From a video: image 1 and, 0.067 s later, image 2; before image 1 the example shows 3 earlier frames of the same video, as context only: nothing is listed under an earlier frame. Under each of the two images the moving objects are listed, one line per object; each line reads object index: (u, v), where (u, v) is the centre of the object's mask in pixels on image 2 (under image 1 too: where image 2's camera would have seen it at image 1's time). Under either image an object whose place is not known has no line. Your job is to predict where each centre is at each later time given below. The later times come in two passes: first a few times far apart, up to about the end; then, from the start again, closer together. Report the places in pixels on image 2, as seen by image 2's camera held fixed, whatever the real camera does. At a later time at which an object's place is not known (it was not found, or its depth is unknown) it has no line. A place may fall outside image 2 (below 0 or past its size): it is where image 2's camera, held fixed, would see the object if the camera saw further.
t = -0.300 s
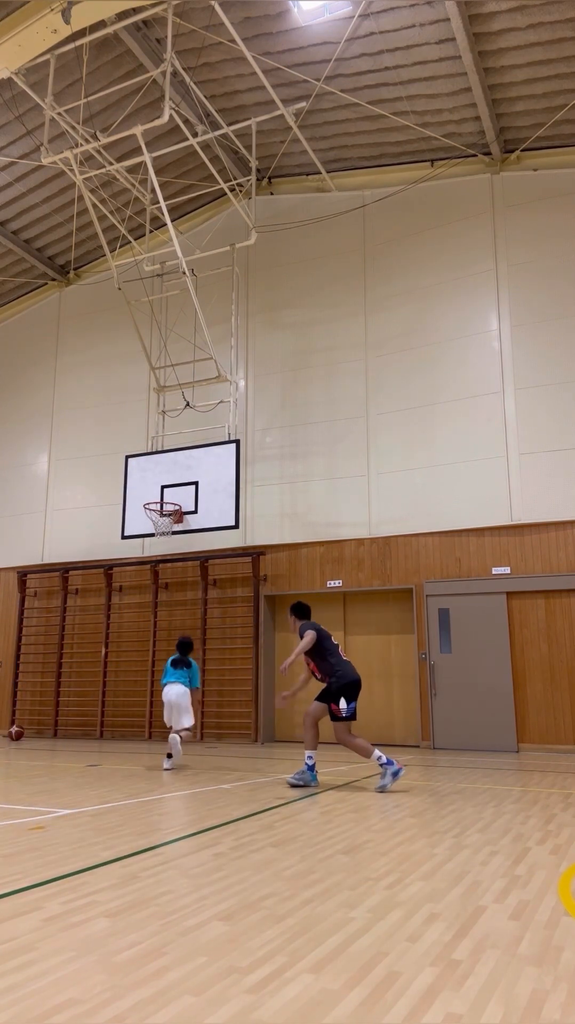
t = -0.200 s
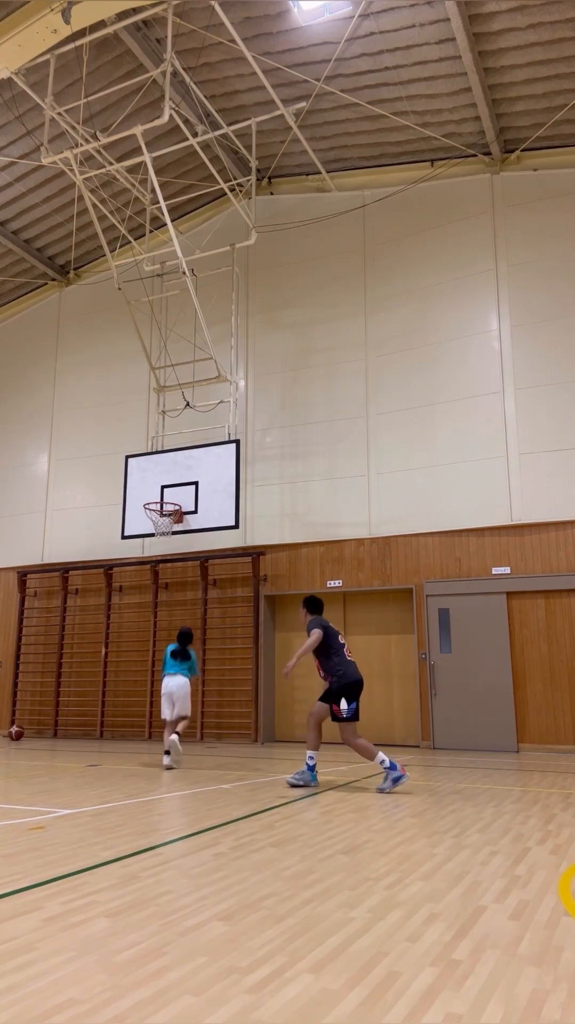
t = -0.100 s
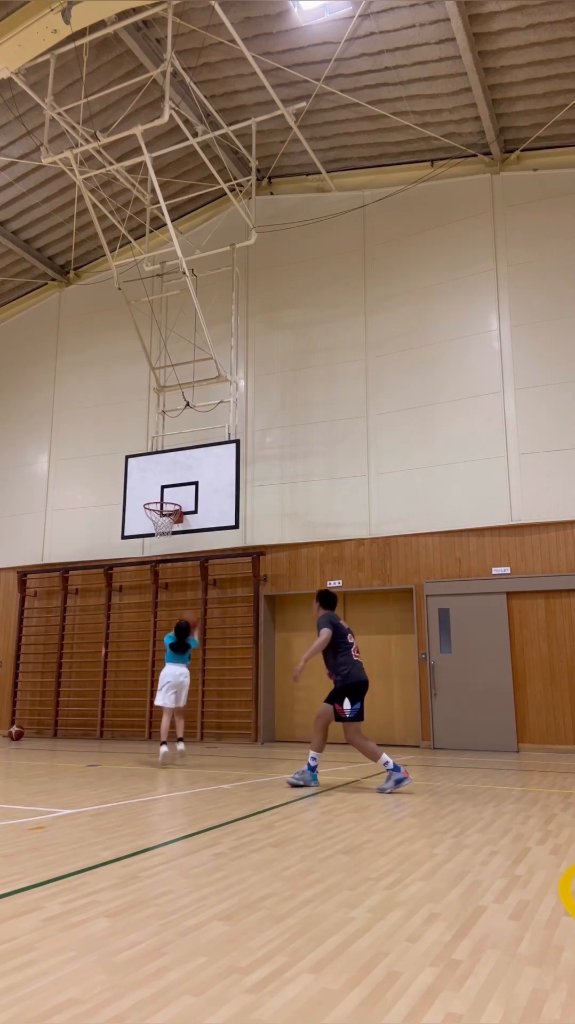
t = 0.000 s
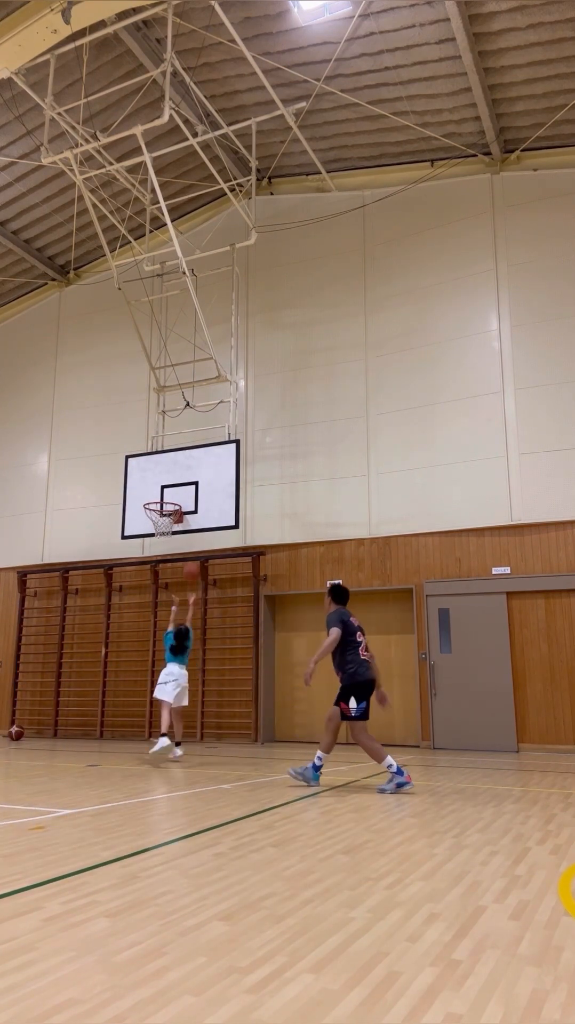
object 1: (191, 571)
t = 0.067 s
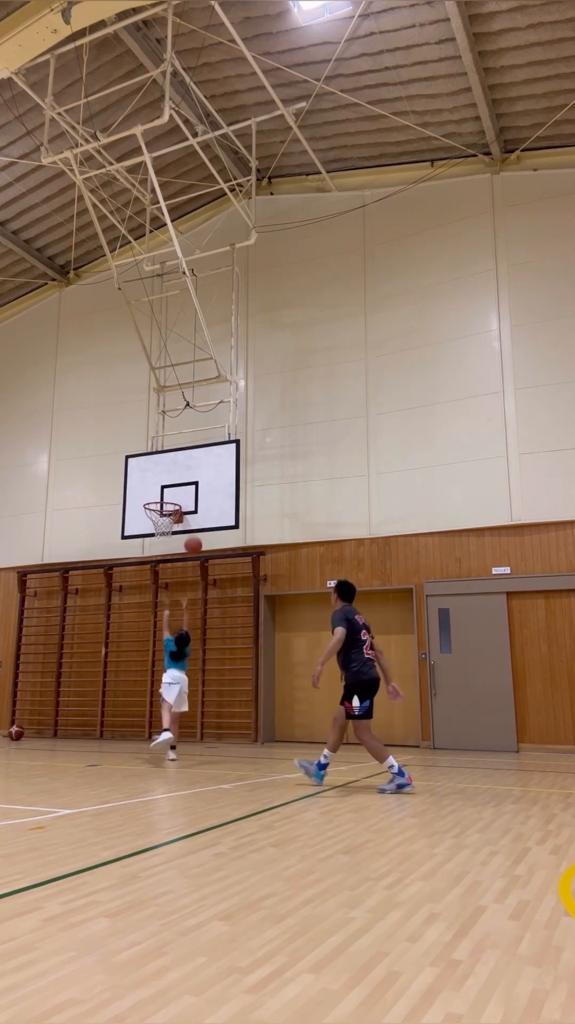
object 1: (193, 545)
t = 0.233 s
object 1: (194, 497)
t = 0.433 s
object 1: (194, 471)
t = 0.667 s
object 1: (178, 473)
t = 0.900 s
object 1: (162, 510)
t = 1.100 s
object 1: (160, 526)
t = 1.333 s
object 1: (168, 555)
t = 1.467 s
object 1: (171, 590)
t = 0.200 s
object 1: (194, 505)
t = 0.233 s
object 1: (194, 497)
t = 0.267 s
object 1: (194, 491)
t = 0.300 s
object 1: (195, 485)
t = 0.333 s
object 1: (195, 480)
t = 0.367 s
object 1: (195, 476)
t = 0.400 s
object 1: (195, 473)
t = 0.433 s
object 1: (194, 471)
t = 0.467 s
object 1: (192, 469)
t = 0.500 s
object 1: (190, 467)
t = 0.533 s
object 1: (187, 467)
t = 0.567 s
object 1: (185, 467)
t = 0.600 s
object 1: (183, 468)
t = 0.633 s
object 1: (180, 470)
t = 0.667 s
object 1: (178, 473)
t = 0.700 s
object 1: (175, 476)
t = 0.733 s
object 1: (173, 480)
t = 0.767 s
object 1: (171, 485)
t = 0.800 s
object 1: (168, 491)
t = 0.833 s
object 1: (166, 498)
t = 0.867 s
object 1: (163, 504)
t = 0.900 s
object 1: (162, 510)
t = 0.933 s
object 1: (160, 516)
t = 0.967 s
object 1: (158, 523)
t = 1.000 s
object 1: (157, 525)
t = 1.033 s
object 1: (158, 526)
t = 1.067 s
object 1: (159, 526)
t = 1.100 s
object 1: (160, 526)
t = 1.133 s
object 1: (162, 528)
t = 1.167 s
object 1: (163, 531)
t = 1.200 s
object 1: (164, 535)
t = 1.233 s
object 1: (165, 539)
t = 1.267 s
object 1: (166, 543)
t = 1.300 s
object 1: (167, 548)
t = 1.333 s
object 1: (168, 555)
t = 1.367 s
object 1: (169, 563)
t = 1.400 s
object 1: (169, 572)
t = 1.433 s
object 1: (169, 580)
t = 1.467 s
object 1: (171, 590)
